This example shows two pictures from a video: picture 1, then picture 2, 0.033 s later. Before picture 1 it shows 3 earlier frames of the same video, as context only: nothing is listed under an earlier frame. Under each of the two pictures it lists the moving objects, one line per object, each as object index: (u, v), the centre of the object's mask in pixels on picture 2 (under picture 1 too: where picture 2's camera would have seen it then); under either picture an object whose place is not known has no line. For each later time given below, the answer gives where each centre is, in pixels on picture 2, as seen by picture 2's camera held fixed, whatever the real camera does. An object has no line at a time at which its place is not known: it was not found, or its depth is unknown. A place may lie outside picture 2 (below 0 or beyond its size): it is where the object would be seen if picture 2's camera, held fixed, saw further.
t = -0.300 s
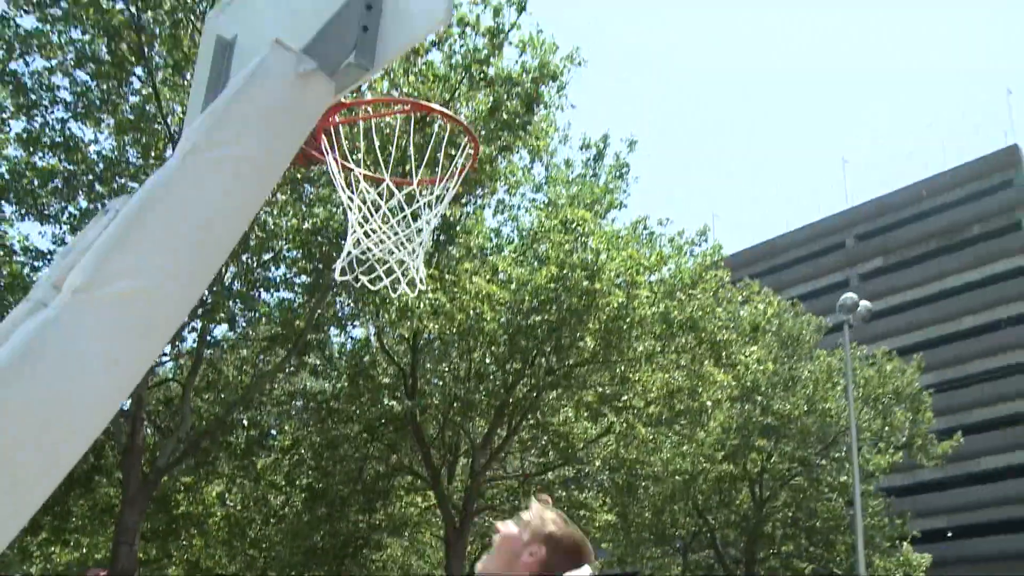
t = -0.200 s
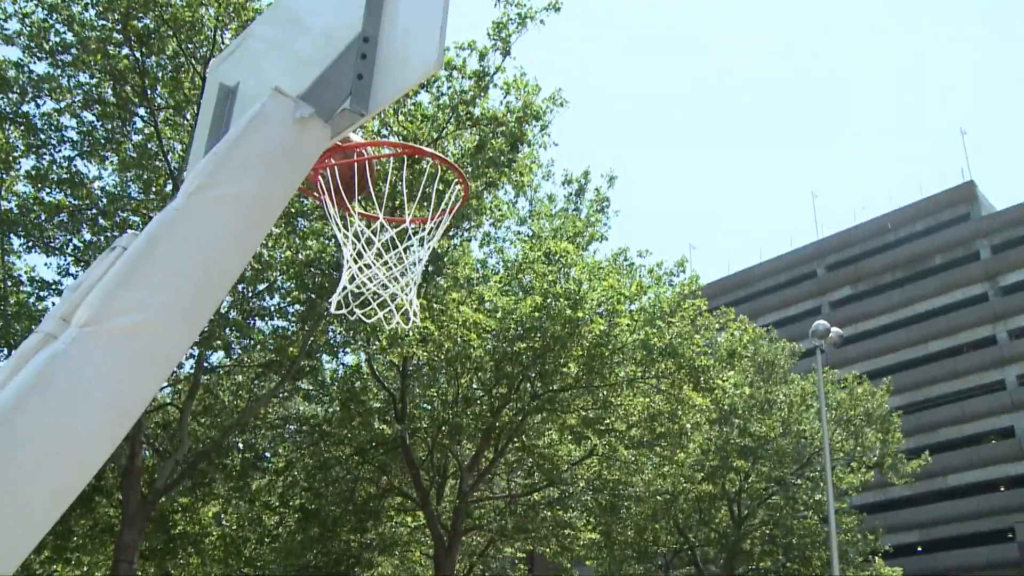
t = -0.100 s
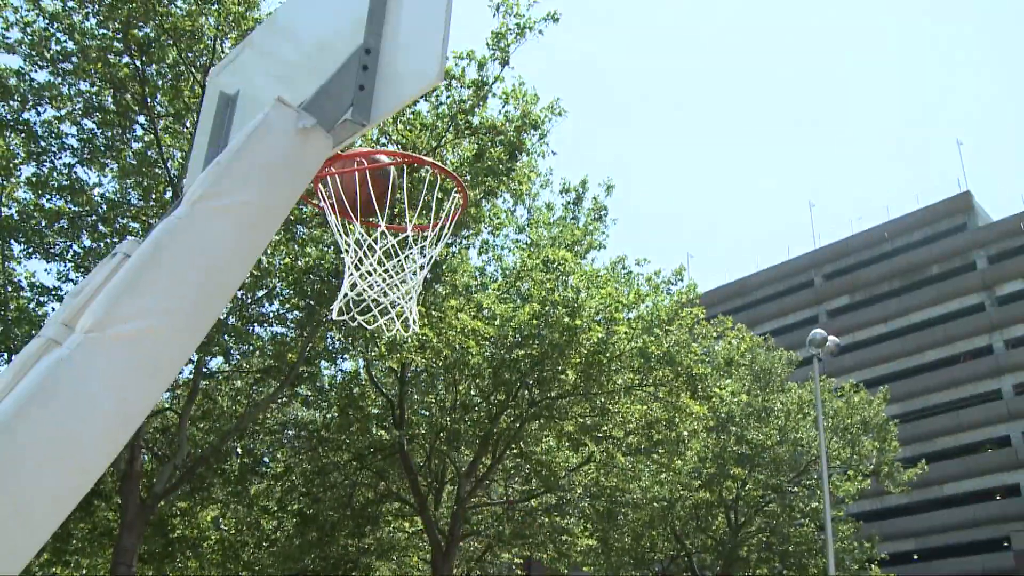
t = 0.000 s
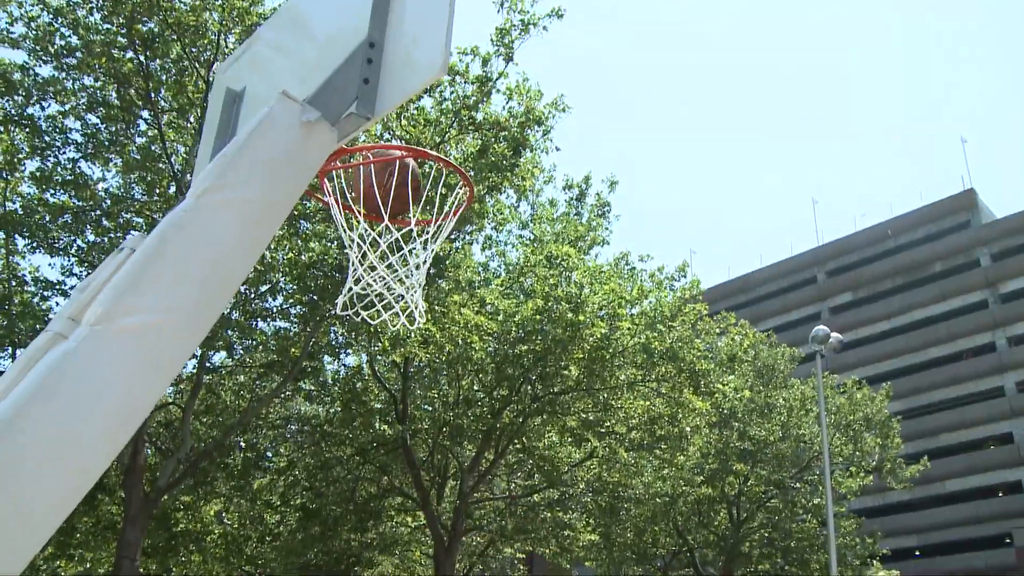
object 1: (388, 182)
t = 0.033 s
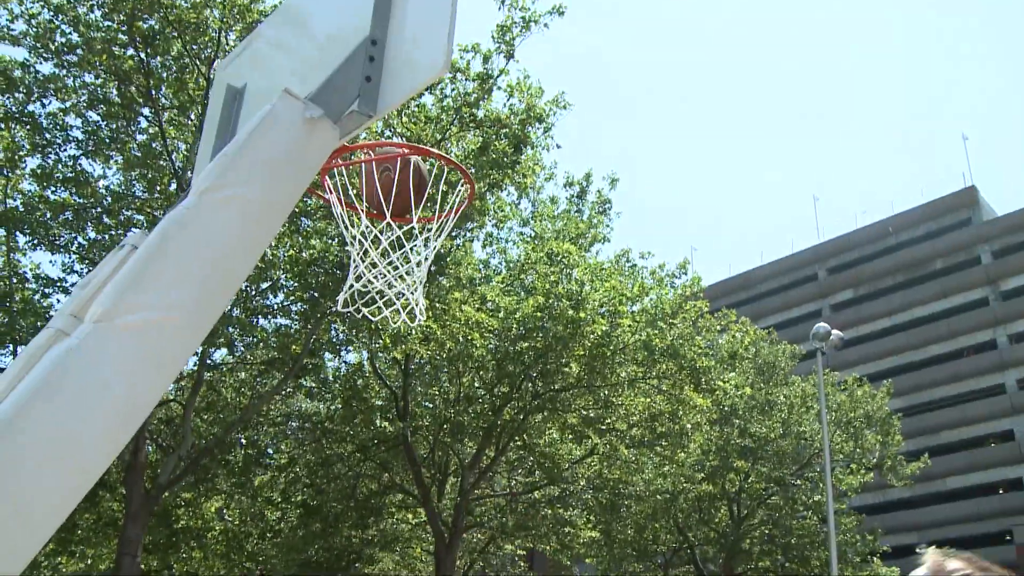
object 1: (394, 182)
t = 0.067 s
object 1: (400, 187)
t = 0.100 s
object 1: (404, 186)
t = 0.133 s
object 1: (410, 188)
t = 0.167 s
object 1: (413, 188)
